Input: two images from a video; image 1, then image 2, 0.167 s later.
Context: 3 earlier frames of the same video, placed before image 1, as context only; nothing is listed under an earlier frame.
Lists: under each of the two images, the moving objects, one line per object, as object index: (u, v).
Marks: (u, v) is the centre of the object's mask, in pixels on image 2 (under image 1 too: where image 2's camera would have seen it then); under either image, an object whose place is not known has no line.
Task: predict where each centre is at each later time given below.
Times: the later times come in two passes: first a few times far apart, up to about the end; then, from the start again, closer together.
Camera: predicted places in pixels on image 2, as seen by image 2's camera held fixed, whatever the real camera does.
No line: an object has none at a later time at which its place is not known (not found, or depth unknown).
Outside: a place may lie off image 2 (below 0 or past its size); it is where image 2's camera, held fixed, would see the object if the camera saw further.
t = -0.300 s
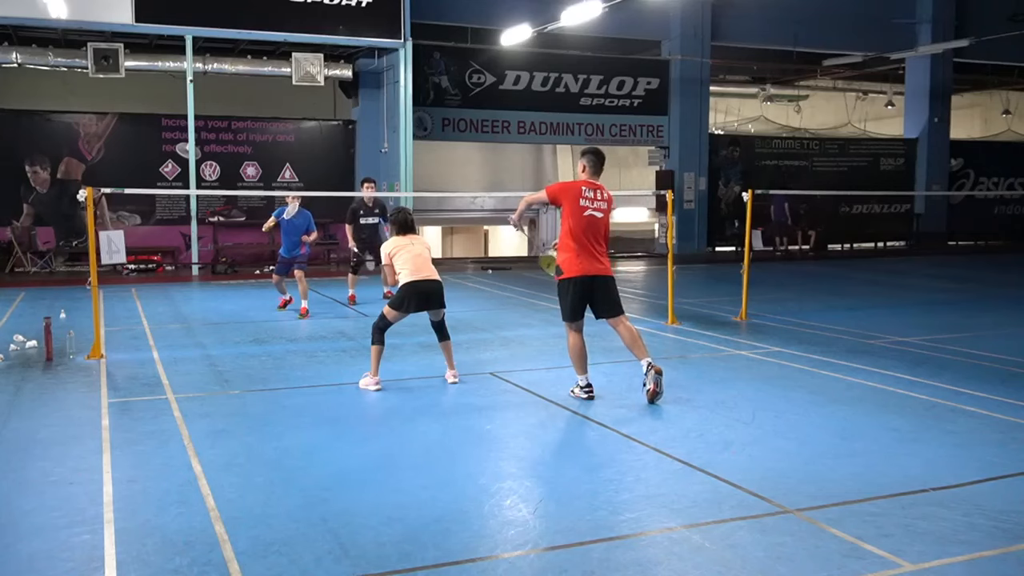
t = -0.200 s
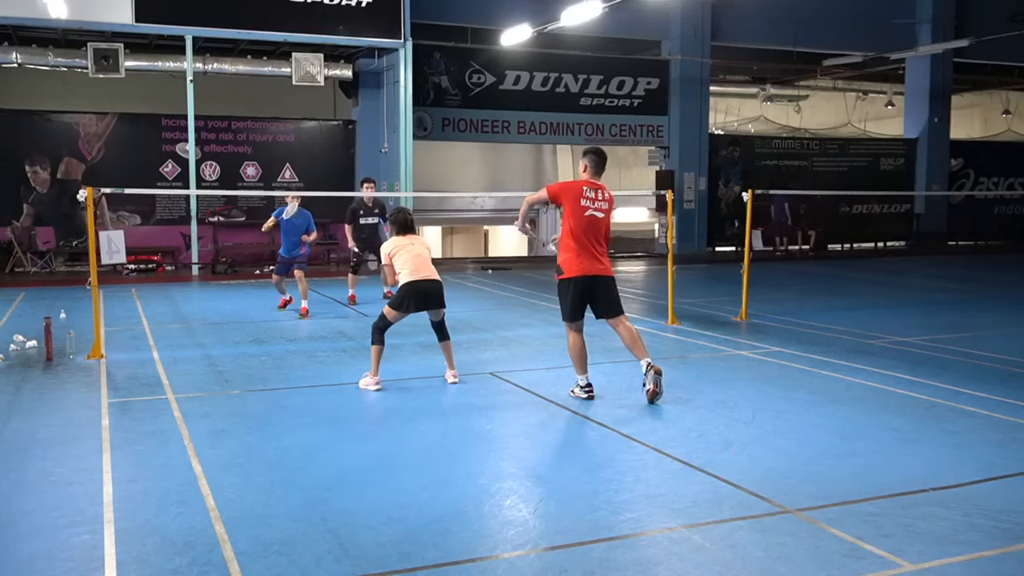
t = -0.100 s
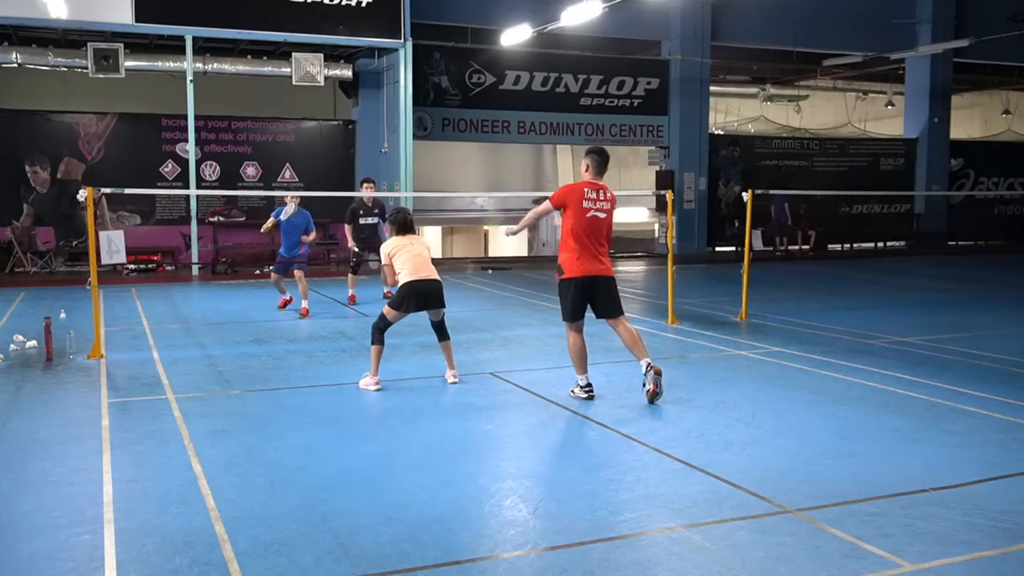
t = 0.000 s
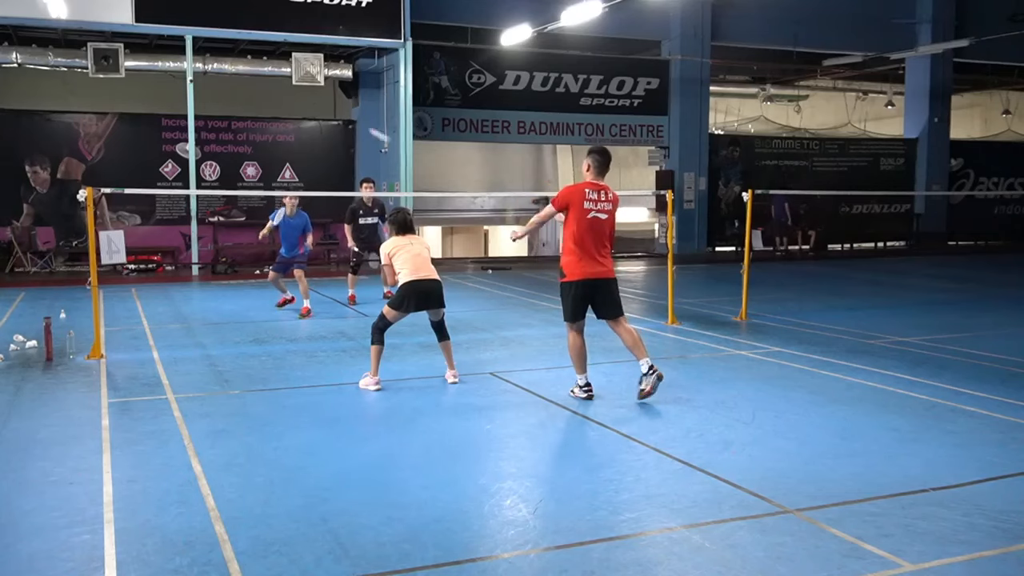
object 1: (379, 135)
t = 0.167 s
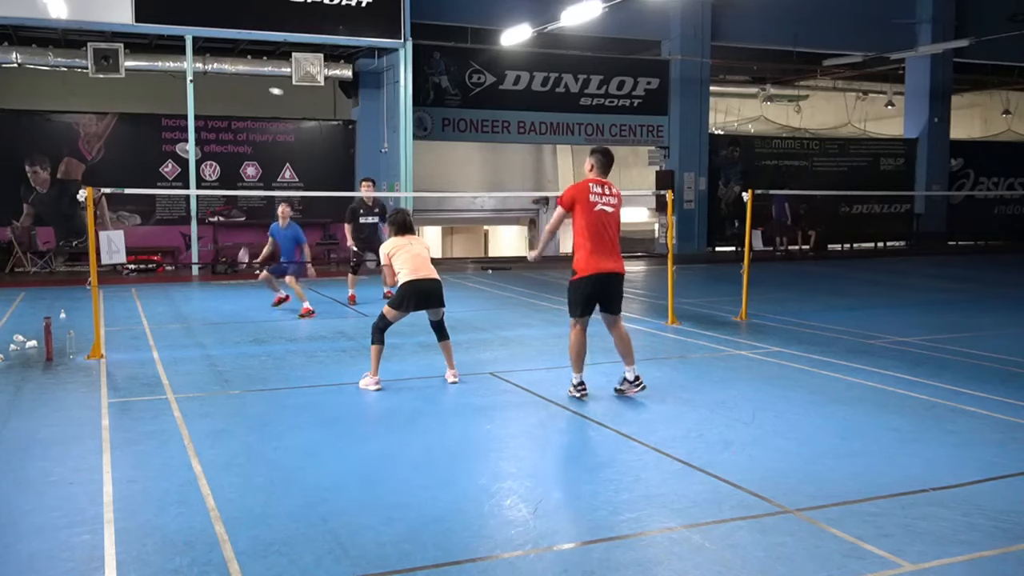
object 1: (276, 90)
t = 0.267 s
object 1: (237, 84)
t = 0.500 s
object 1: (174, 101)
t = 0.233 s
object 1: (248, 85)
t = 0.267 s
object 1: (237, 84)
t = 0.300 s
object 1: (226, 84)
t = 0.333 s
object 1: (215, 85)
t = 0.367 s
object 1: (206, 87)
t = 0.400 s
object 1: (197, 89)
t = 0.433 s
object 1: (188, 93)
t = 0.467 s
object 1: (181, 96)
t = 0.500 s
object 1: (174, 101)
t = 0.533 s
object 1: (167, 106)
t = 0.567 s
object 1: (160, 112)
